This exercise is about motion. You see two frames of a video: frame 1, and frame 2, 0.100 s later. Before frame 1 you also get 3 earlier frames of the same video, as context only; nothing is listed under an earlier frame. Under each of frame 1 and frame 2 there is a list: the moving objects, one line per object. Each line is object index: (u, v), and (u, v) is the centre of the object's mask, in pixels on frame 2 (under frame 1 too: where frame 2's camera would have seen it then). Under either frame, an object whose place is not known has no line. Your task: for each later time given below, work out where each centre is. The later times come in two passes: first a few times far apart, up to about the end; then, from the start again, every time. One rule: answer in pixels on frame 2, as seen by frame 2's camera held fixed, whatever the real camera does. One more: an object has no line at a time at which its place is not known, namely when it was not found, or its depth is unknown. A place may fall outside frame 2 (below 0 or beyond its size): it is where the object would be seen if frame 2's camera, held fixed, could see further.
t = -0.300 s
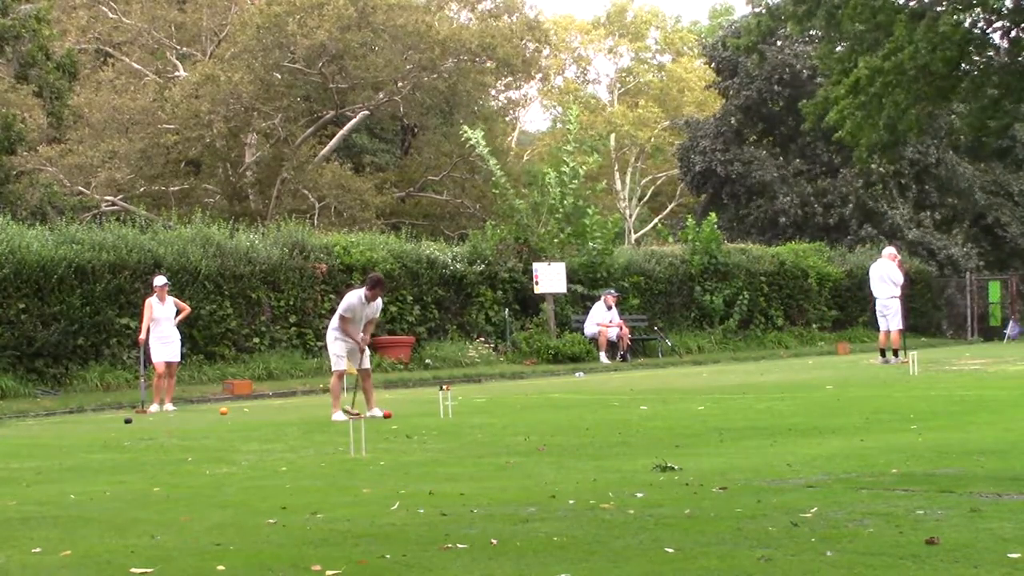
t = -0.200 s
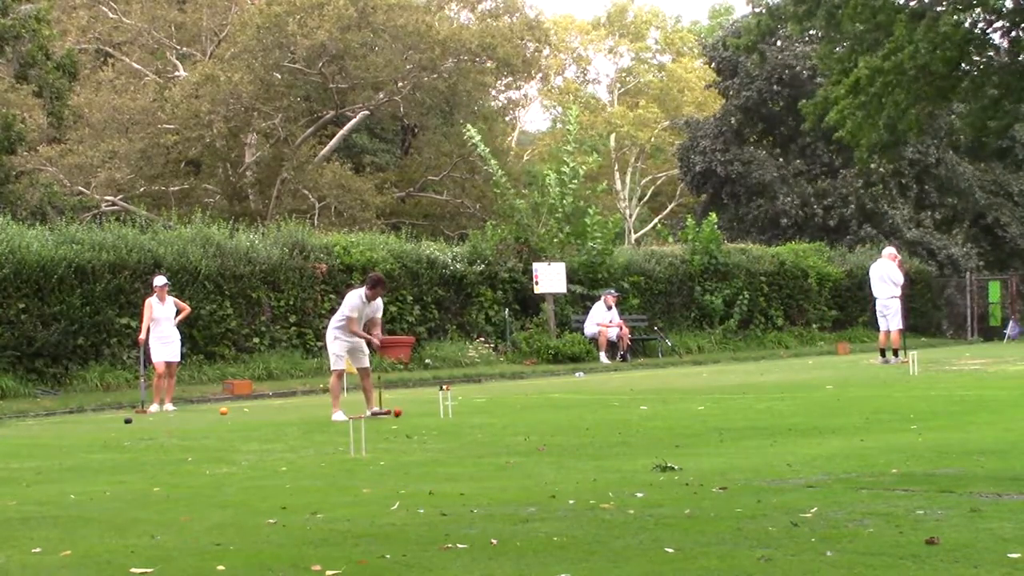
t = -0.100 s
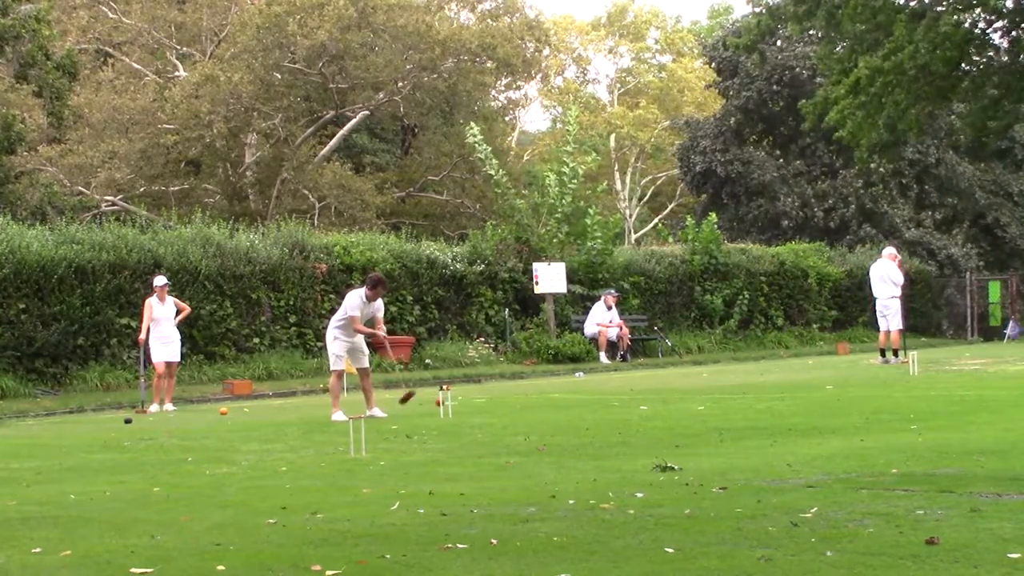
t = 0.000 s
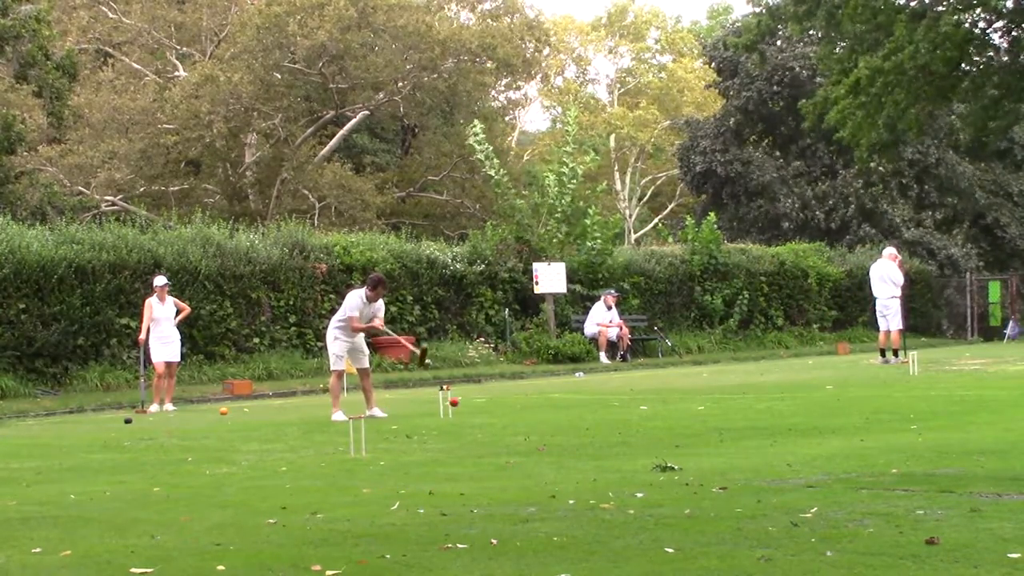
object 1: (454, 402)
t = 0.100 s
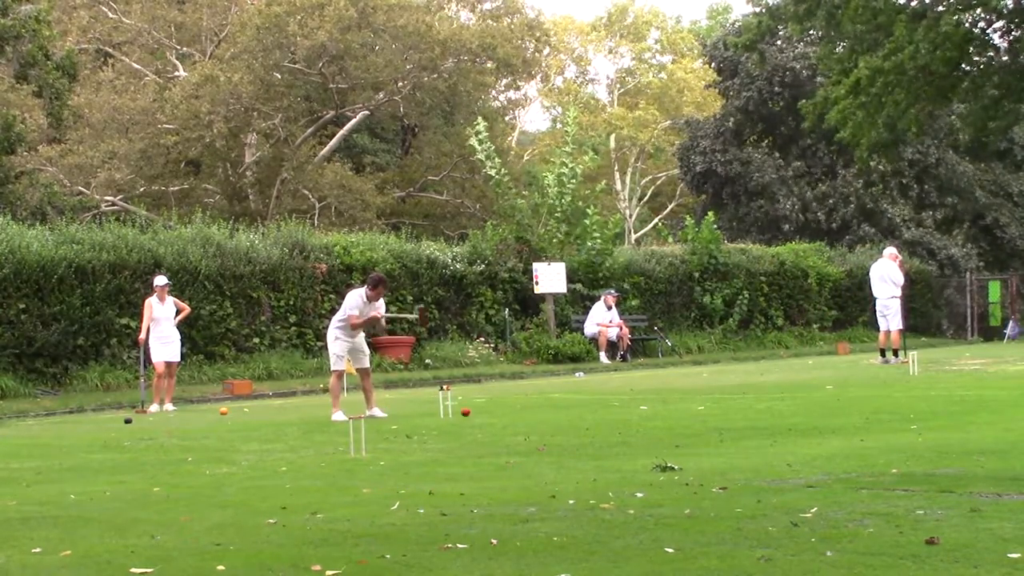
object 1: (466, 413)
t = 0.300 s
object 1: (490, 416)
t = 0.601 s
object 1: (527, 416)
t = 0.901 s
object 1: (561, 417)
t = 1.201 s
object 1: (594, 417)
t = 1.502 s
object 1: (625, 419)
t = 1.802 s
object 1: (654, 420)
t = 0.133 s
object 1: (470, 415)
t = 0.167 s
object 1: (474, 415)
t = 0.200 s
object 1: (478, 415)
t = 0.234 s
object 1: (482, 416)
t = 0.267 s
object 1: (486, 415)
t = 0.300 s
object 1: (490, 416)
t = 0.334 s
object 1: (494, 416)
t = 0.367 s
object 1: (498, 416)
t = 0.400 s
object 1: (503, 416)
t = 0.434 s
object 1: (507, 416)
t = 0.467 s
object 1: (511, 416)
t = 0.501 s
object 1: (515, 416)
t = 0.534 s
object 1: (518, 416)
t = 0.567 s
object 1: (523, 416)
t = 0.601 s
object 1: (527, 416)
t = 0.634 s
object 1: (531, 417)
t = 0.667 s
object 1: (534, 417)
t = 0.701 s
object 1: (538, 417)
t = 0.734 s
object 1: (542, 417)
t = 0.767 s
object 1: (546, 417)
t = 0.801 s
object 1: (550, 417)
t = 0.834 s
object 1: (554, 417)
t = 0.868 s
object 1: (557, 417)
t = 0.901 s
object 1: (561, 417)
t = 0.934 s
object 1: (565, 417)
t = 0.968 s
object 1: (569, 417)
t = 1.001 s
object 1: (572, 417)
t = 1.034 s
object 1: (576, 417)
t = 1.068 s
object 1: (580, 417)
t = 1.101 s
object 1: (583, 417)
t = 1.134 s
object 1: (587, 417)
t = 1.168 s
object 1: (590, 417)
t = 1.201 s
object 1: (594, 417)
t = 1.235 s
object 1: (597, 417)
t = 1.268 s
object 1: (600, 417)
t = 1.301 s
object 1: (604, 418)
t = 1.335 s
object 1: (607, 418)
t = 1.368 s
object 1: (611, 418)
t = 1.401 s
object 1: (614, 418)
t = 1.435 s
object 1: (618, 418)
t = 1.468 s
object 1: (621, 418)
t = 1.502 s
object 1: (625, 419)
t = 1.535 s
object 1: (628, 419)
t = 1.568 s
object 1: (631, 419)
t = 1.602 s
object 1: (634, 419)
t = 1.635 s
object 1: (638, 419)
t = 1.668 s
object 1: (641, 420)
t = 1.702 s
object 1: (644, 420)
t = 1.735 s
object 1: (648, 420)
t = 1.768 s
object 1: (650, 420)
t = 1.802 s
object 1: (654, 420)
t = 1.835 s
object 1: (657, 420)
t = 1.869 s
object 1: (659, 420)
